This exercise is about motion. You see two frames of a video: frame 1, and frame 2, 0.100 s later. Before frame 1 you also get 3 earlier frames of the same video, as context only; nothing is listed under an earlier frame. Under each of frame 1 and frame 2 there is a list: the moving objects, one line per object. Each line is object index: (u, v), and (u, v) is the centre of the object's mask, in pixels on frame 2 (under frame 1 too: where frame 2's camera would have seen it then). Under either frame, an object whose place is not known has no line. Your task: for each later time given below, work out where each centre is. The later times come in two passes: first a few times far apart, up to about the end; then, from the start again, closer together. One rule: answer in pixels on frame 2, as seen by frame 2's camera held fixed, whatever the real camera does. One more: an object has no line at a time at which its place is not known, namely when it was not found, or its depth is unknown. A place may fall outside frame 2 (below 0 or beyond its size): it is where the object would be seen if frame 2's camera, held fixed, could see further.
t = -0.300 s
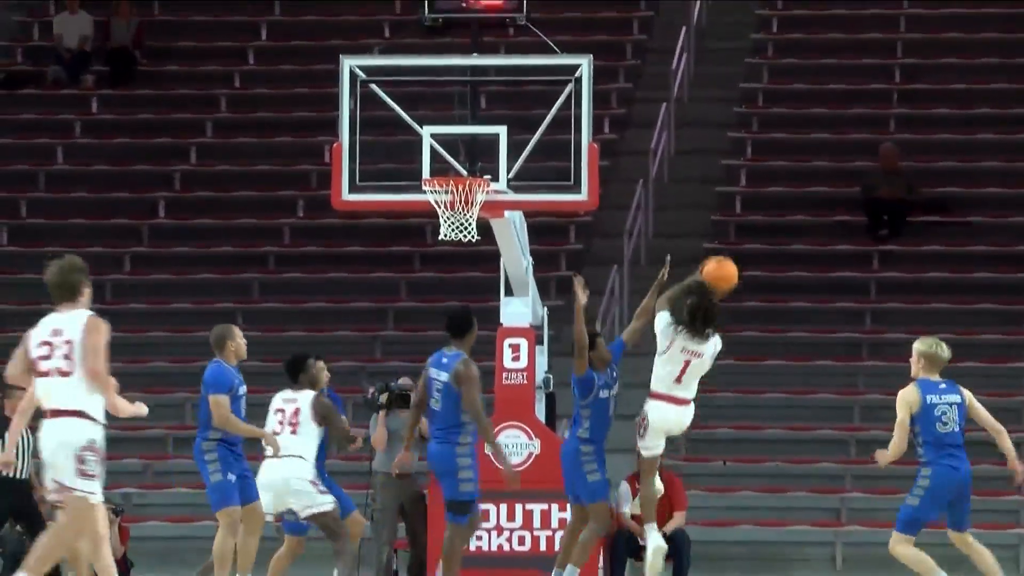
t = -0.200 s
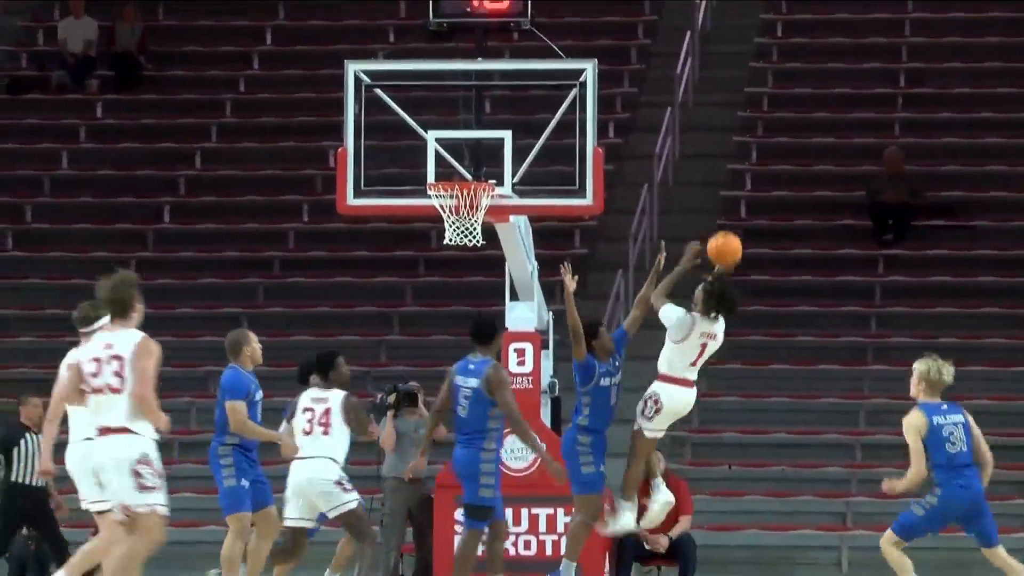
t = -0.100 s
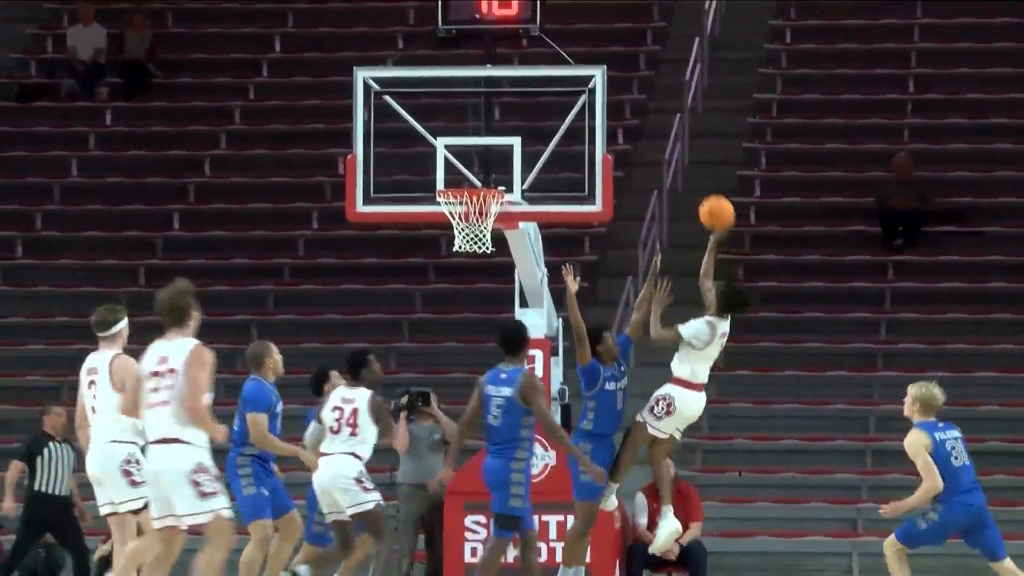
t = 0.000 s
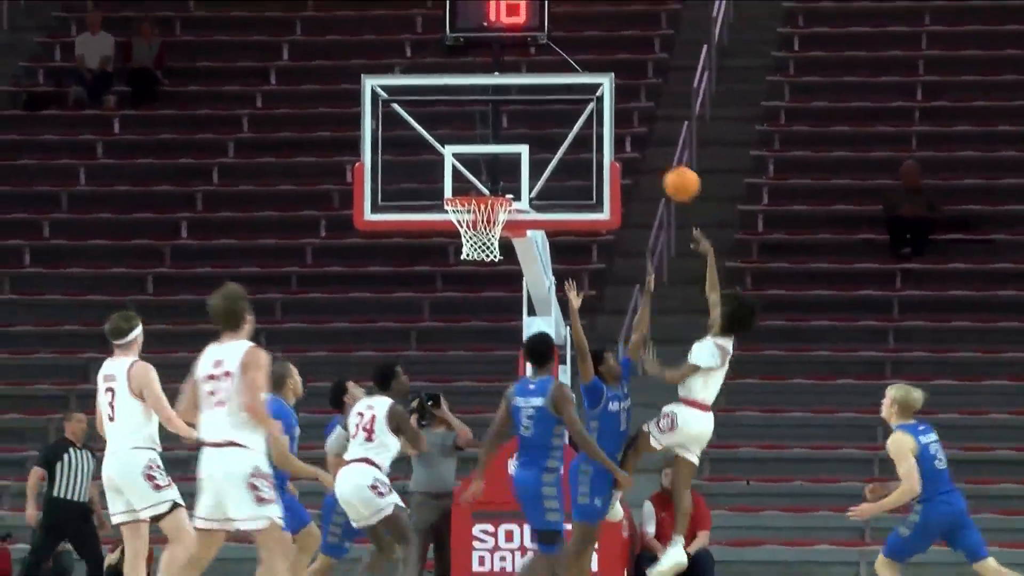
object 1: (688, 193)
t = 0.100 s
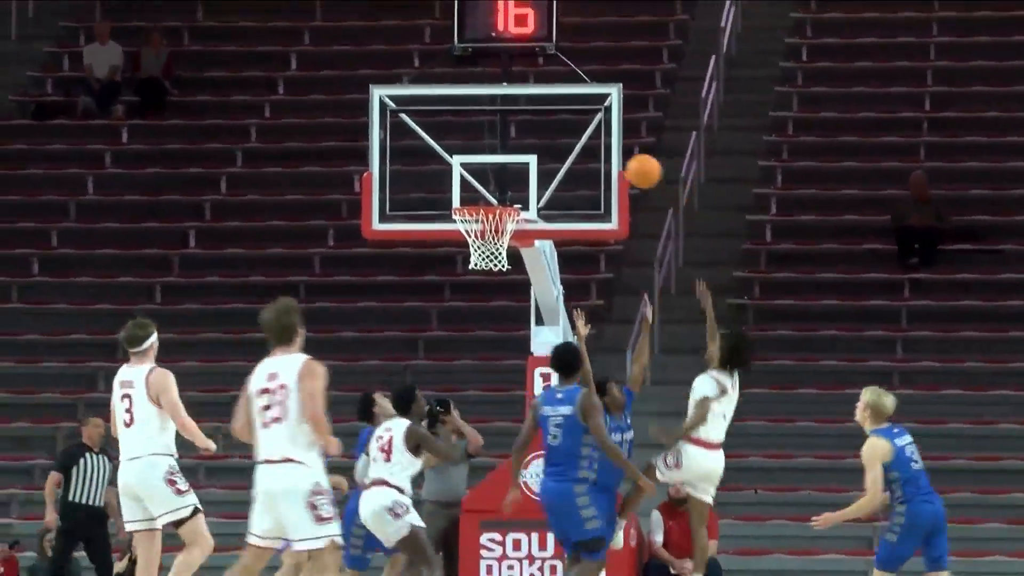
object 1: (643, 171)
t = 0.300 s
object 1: (564, 163)
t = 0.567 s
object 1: (485, 199)
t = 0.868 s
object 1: (467, 234)
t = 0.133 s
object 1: (630, 166)
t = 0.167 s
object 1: (614, 164)
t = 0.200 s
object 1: (598, 163)
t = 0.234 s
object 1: (585, 163)
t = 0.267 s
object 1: (575, 162)
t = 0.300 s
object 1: (564, 163)
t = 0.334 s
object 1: (553, 165)
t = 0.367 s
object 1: (543, 168)
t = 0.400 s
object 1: (531, 174)
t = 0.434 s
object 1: (519, 180)
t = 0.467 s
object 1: (509, 188)
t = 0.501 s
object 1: (498, 196)
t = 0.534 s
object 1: (491, 197)
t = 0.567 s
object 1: (485, 199)
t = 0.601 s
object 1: (479, 201)
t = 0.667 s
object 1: (468, 222)
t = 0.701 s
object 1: (467, 226)
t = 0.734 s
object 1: (463, 228)
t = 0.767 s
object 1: (463, 231)
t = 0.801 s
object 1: (462, 232)
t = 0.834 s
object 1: (465, 232)
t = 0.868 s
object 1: (467, 234)
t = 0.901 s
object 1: (472, 245)
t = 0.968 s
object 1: (479, 263)
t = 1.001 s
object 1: (479, 270)
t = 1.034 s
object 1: (481, 279)
